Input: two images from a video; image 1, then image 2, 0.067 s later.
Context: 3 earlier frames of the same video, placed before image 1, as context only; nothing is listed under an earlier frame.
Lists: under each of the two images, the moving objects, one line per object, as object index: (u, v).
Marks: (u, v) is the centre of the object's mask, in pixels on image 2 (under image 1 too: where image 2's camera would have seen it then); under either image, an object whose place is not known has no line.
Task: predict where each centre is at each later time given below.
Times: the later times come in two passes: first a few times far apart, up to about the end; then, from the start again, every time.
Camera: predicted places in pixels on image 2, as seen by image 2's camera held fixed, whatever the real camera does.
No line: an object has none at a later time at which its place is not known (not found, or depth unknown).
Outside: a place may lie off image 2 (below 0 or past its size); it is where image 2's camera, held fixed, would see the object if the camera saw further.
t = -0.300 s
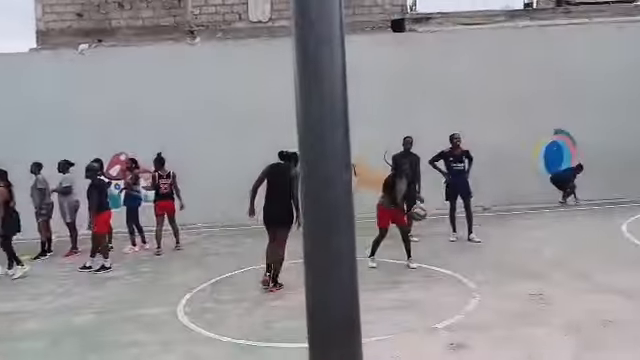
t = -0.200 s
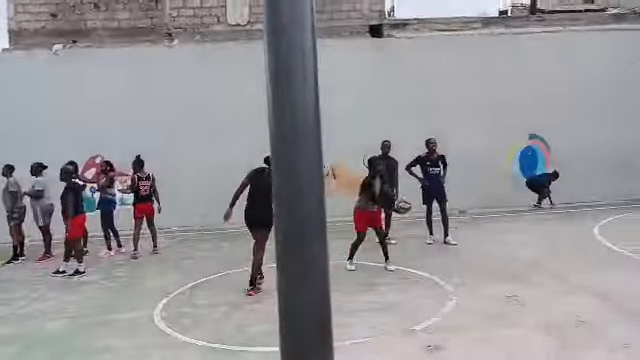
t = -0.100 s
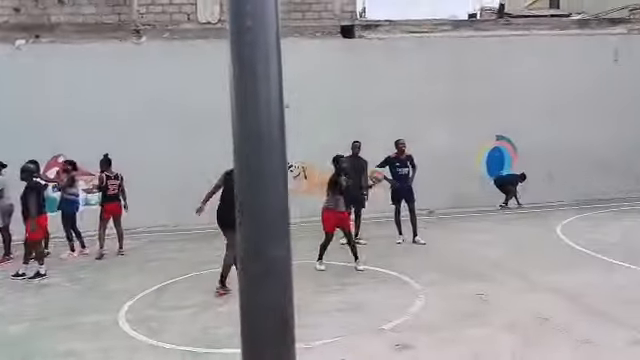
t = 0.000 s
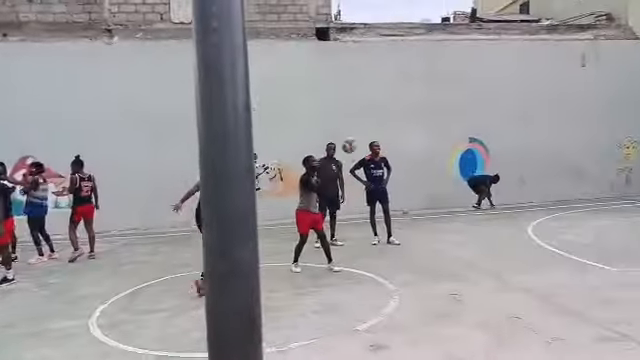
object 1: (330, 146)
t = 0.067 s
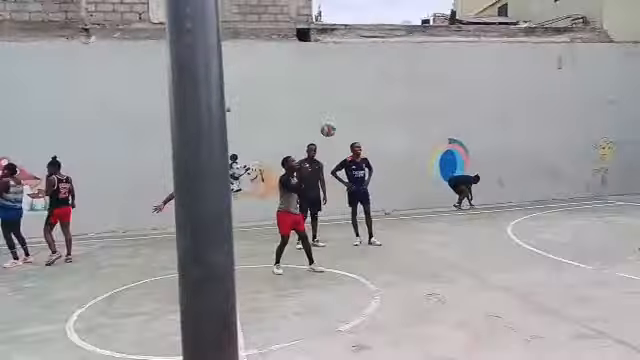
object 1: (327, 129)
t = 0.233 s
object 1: (321, 101)
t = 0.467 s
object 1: (314, 95)
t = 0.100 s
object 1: (326, 123)
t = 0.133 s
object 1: (325, 116)
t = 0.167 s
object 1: (323, 110)
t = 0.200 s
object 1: (323, 105)
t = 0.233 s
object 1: (321, 101)
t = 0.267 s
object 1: (320, 98)
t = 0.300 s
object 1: (320, 96)
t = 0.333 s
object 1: (319, 94)
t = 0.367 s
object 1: (317, 92)
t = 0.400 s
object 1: (317, 92)
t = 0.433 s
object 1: (315, 93)
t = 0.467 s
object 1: (314, 95)
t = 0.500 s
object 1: (313, 98)
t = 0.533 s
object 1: (312, 101)
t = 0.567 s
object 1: (311, 105)
